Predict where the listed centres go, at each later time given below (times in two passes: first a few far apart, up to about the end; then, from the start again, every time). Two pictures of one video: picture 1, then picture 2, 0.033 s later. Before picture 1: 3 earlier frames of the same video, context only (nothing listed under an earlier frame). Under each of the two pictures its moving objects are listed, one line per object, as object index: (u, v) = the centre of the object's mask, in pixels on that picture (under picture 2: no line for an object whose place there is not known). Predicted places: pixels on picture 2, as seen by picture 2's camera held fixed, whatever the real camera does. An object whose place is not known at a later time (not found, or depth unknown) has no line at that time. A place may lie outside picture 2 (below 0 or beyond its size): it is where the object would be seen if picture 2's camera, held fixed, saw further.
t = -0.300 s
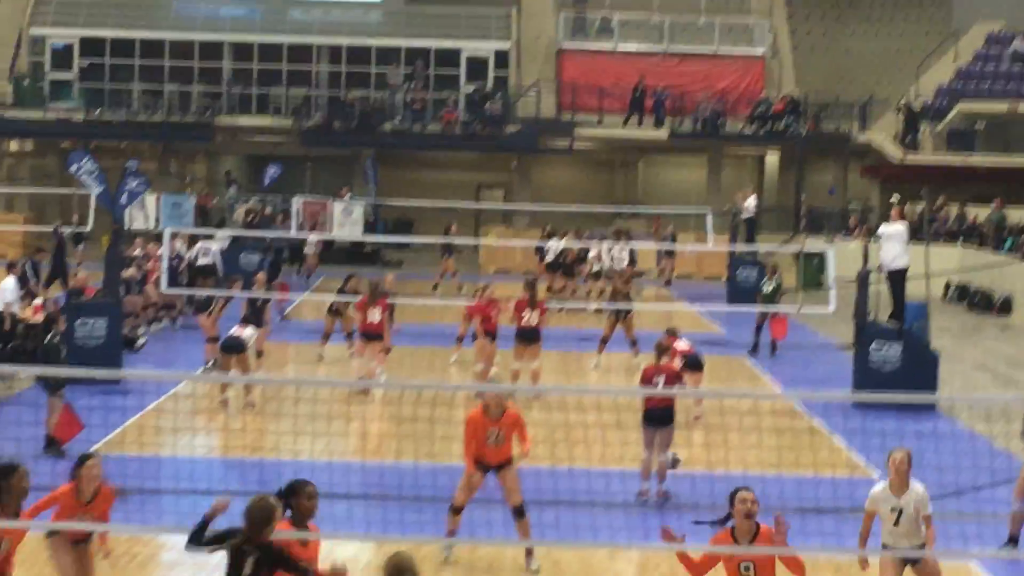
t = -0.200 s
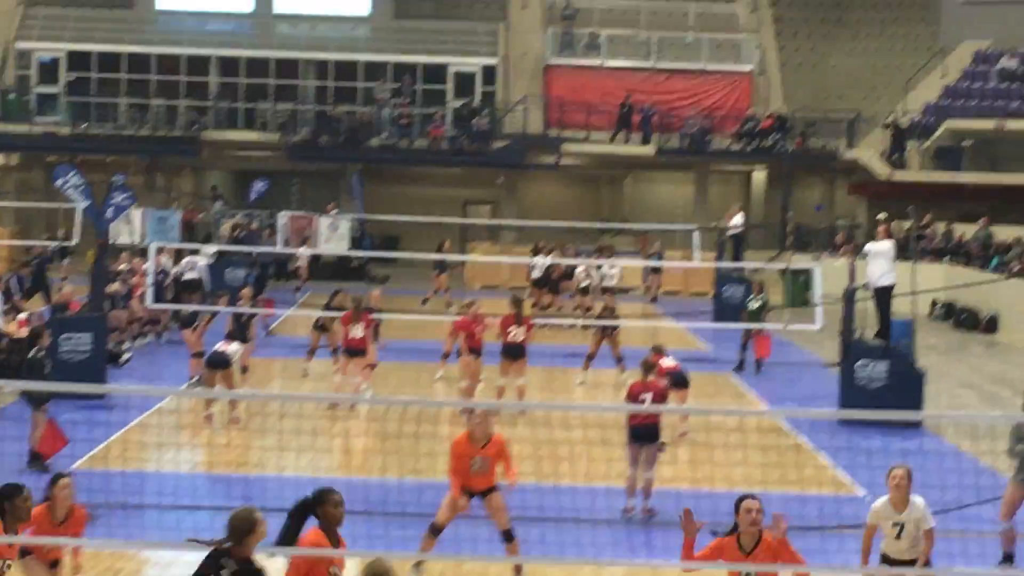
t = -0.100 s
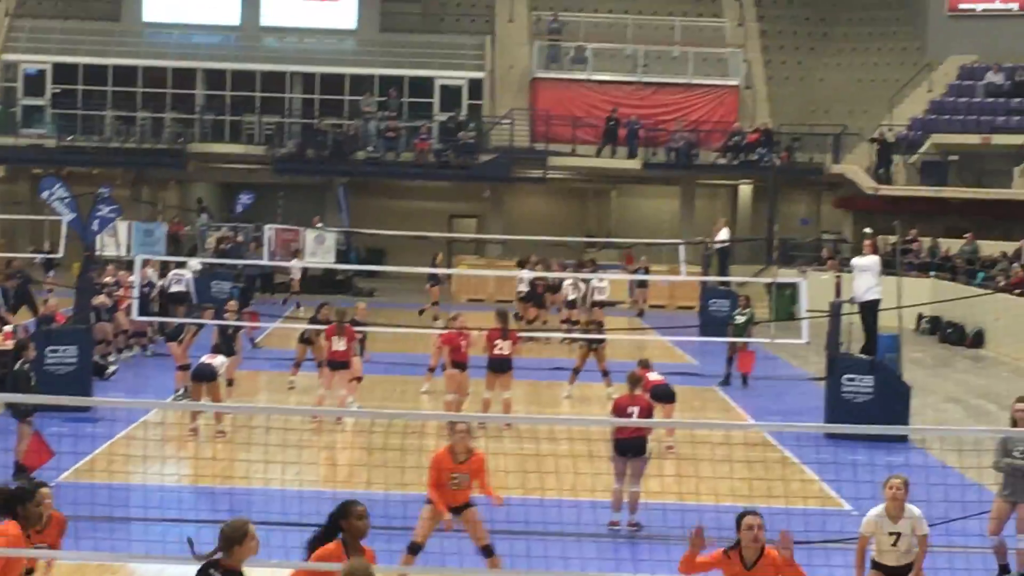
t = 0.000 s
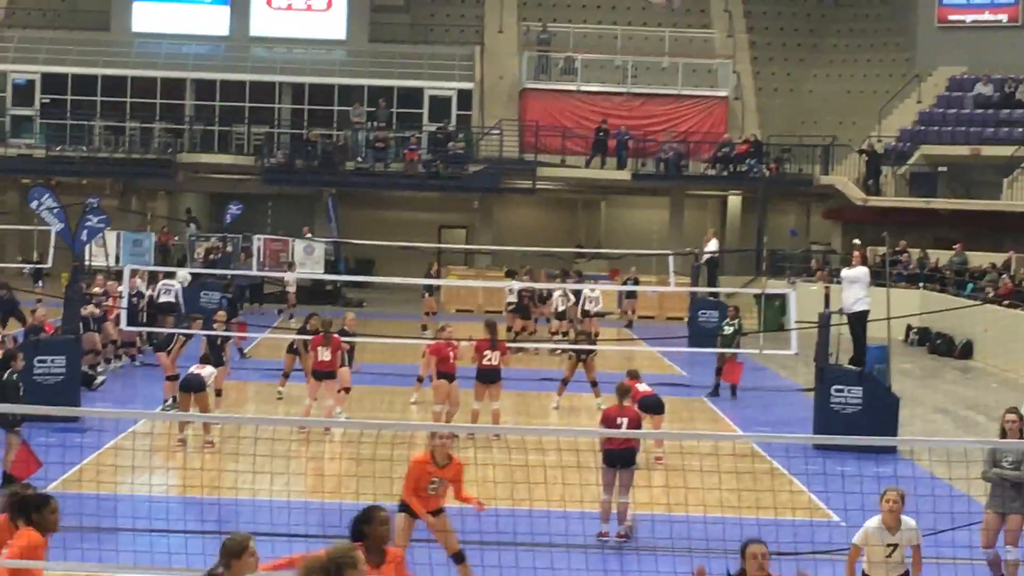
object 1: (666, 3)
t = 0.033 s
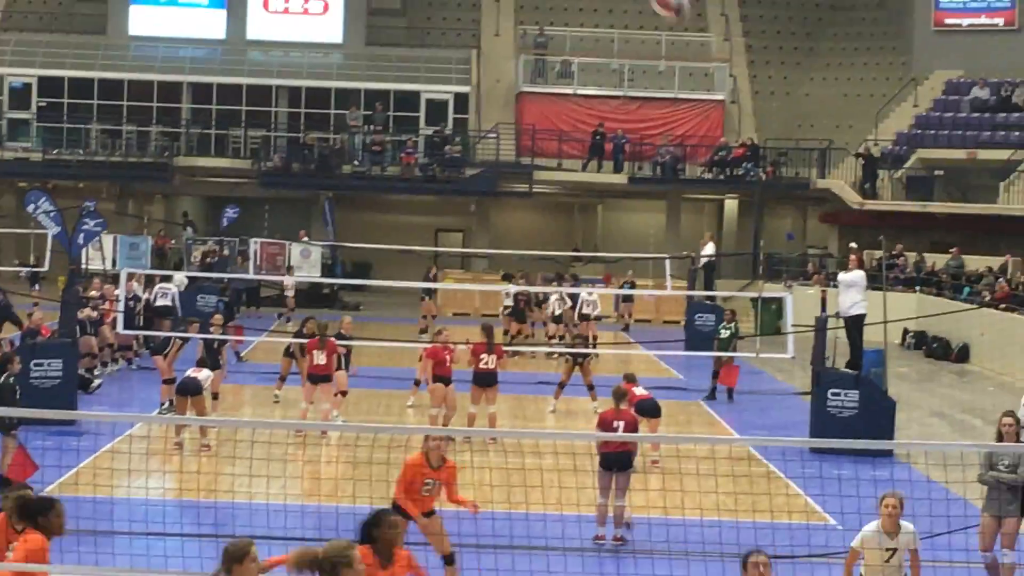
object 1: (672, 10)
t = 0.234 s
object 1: (751, 102)
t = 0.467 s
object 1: (832, 315)
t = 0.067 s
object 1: (685, 14)
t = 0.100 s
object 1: (698, 25)
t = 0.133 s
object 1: (712, 42)
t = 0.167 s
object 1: (723, 59)
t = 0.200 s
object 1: (737, 80)
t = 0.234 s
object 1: (751, 102)
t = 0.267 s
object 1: (764, 126)
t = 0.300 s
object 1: (775, 154)
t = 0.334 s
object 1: (787, 184)
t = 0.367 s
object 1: (799, 213)
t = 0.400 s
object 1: (810, 247)
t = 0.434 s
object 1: (821, 275)
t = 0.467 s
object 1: (832, 315)
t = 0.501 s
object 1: (844, 357)
